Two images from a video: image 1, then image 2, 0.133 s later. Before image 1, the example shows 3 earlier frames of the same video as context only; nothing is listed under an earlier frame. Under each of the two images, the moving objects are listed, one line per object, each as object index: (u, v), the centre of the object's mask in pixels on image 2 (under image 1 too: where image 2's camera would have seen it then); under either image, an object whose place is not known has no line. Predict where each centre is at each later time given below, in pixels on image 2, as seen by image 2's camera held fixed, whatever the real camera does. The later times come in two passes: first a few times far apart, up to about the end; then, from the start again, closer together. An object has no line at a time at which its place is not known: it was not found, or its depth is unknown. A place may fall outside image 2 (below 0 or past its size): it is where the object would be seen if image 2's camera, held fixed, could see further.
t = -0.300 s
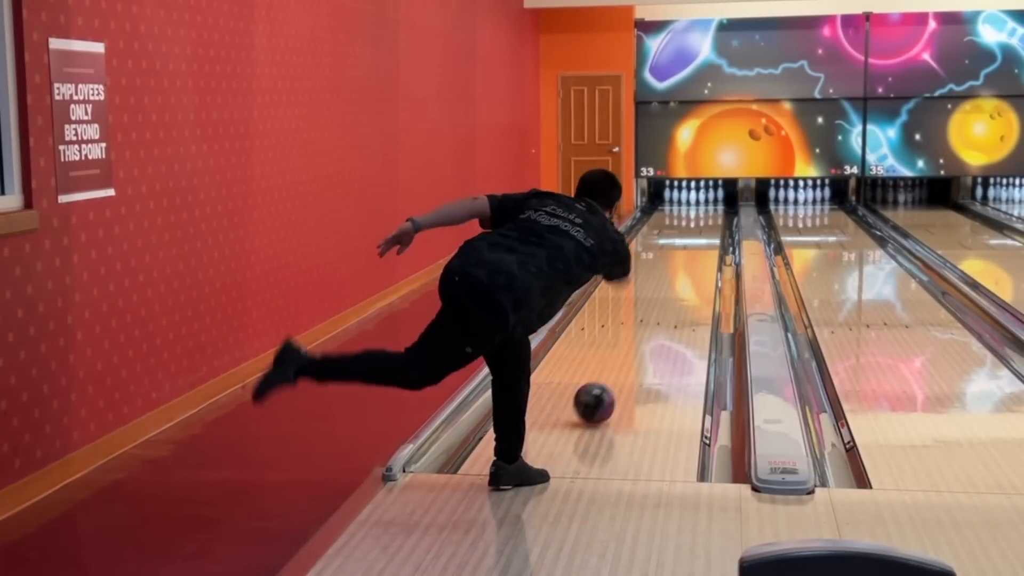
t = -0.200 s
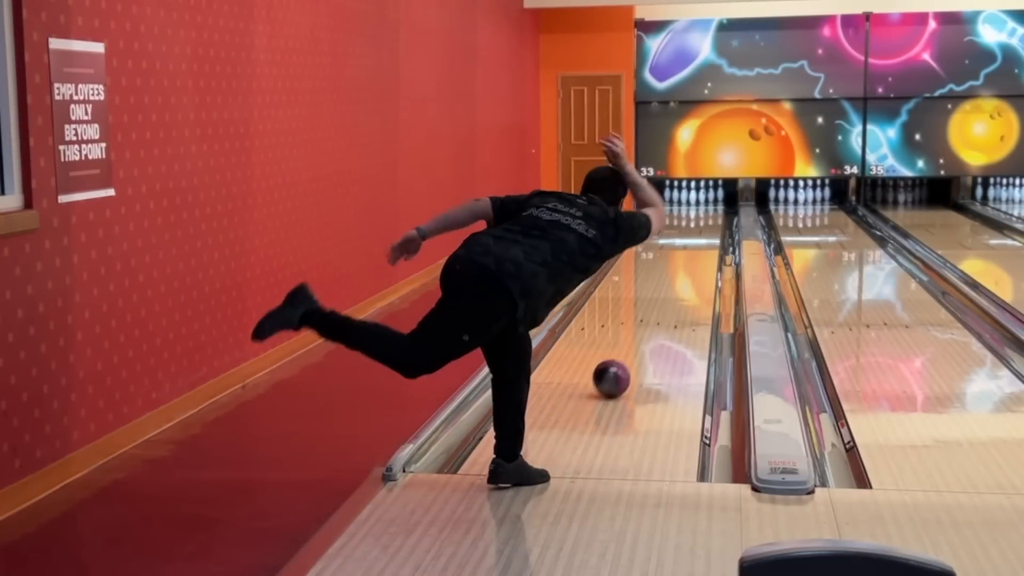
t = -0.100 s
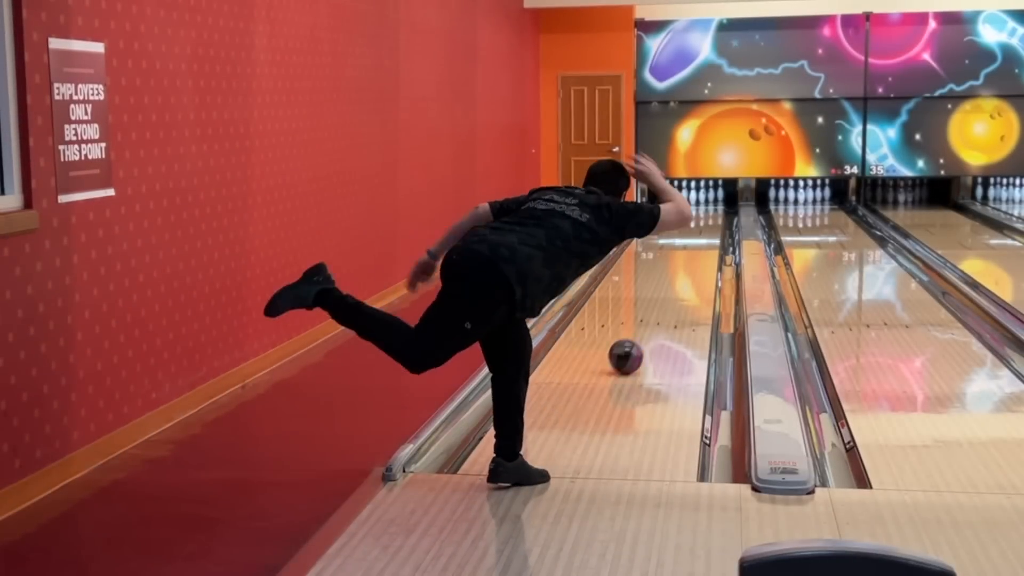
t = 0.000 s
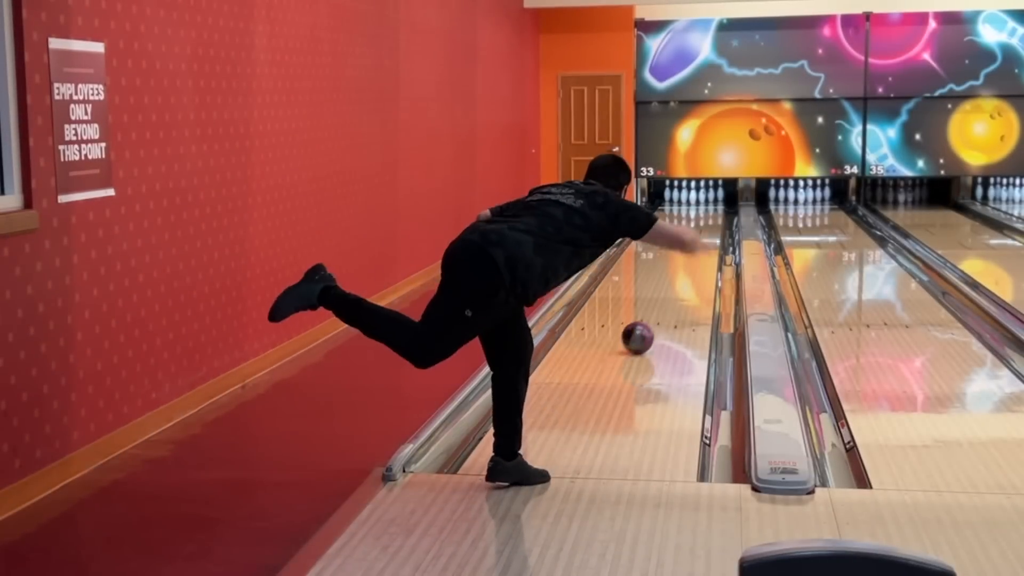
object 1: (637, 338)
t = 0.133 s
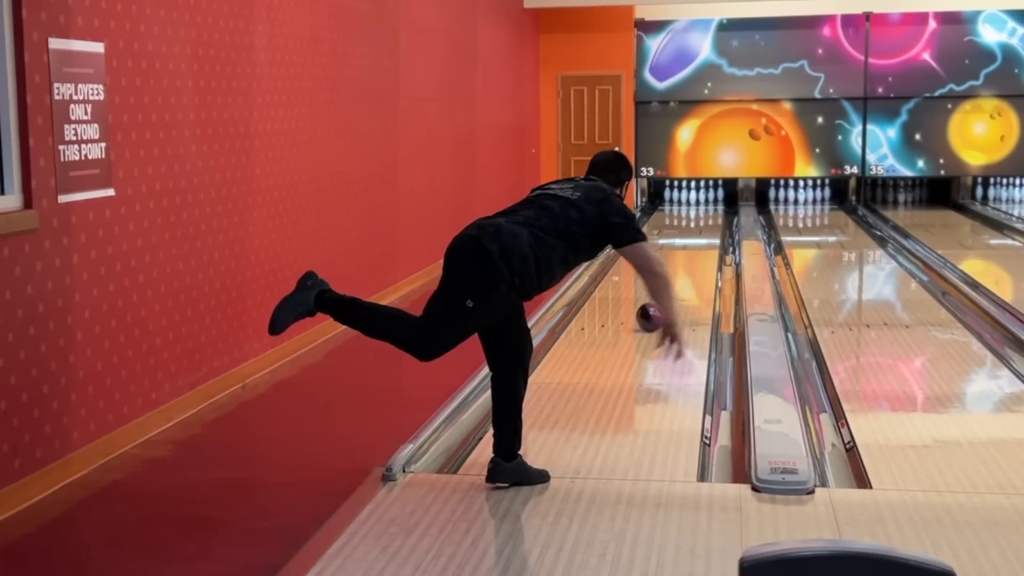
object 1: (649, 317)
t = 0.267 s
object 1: (661, 299)
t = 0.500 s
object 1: (676, 275)
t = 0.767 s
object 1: (688, 254)
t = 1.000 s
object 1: (696, 240)
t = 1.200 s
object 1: (701, 229)
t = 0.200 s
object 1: (657, 308)
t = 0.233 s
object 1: (659, 304)
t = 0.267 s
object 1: (661, 299)
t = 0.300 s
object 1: (664, 296)
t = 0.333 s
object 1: (666, 292)
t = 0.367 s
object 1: (668, 288)
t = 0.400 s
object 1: (670, 285)
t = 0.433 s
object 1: (672, 281)
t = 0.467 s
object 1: (674, 278)
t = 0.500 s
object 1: (676, 275)
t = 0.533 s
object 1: (678, 272)
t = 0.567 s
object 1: (679, 269)
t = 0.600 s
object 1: (681, 267)
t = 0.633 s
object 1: (682, 264)
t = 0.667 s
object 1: (684, 261)
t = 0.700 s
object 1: (685, 259)
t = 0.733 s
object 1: (687, 256)
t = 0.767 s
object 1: (688, 254)
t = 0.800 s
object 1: (689, 252)
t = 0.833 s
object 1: (691, 249)
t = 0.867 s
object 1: (692, 247)
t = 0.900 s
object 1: (693, 245)
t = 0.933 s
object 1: (694, 243)
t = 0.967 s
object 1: (695, 242)
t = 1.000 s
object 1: (696, 240)
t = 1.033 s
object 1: (696, 238)
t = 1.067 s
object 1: (697, 237)
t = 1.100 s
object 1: (698, 235)
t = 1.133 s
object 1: (699, 233)
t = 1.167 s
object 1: (700, 231)
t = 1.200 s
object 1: (701, 229)
